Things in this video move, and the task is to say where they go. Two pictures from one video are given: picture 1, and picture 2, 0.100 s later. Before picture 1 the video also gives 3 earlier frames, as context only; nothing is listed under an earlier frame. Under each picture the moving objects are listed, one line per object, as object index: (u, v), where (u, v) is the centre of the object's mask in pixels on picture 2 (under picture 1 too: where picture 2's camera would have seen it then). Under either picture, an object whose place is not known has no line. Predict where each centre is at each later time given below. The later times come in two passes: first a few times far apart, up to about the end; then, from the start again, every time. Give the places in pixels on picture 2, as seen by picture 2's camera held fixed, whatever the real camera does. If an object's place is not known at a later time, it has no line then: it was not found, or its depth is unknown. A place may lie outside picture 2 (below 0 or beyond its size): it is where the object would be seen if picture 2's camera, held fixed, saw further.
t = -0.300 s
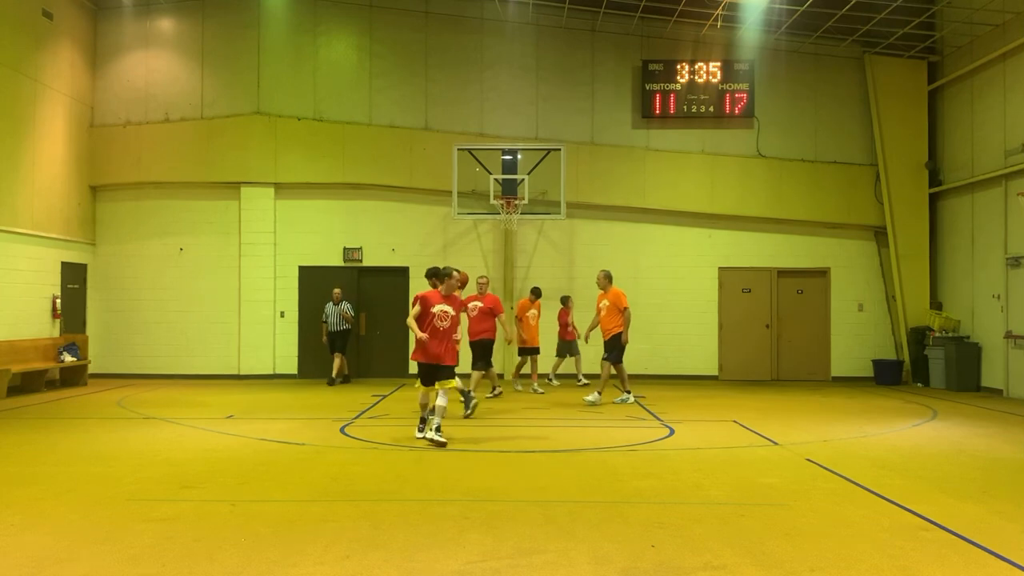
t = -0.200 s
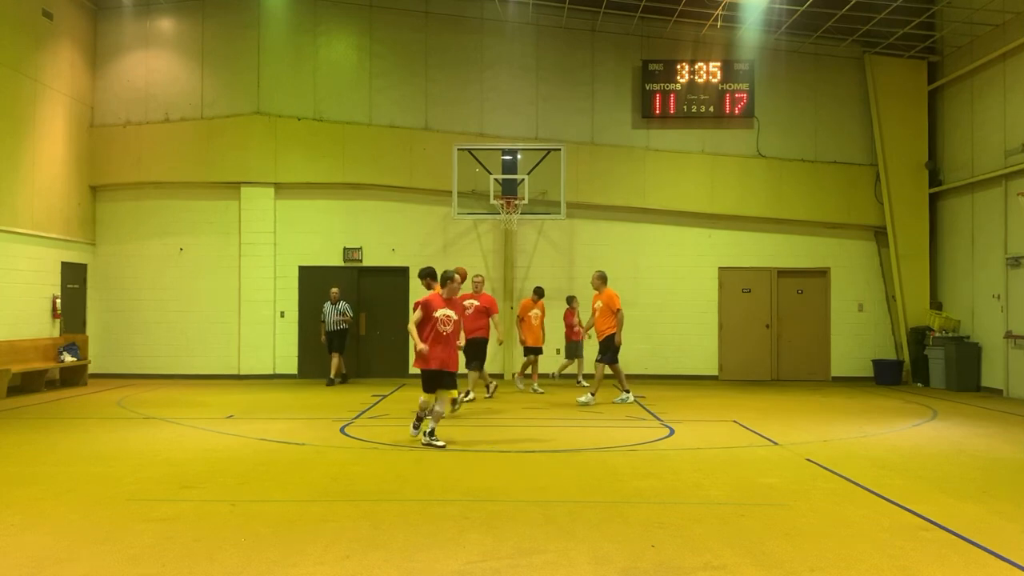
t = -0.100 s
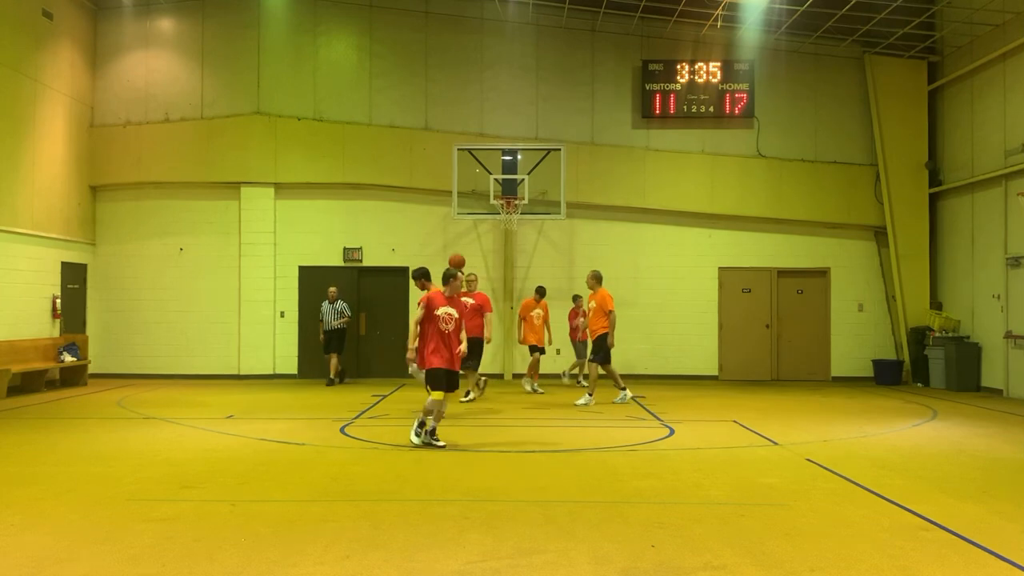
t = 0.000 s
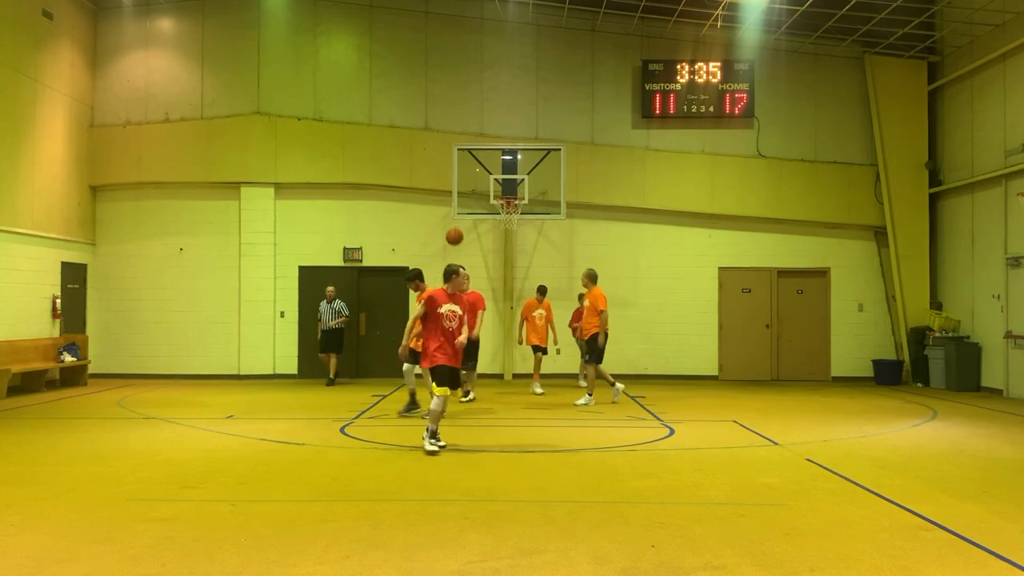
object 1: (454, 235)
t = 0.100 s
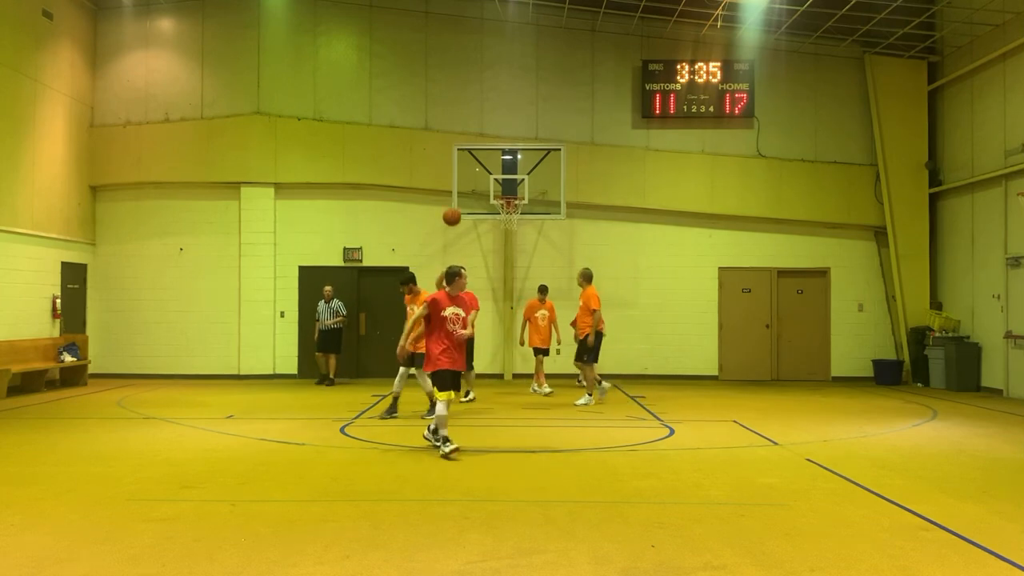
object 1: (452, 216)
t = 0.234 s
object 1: (448, 200)
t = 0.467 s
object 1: (441, 202)
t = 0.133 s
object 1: (451, 211)
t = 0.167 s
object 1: (450, 206)
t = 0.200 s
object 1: (449, 203)
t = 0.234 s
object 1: (448, 200)
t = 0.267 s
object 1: (447, 198)
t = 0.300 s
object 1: (446, 197)
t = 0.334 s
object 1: (445, 196)
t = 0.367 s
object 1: (444, 196)
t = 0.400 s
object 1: (443, 198)
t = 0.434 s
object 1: (442, 199)
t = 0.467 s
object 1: (441, 202)
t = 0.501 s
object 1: (439, 207)
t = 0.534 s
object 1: (438, 213)
